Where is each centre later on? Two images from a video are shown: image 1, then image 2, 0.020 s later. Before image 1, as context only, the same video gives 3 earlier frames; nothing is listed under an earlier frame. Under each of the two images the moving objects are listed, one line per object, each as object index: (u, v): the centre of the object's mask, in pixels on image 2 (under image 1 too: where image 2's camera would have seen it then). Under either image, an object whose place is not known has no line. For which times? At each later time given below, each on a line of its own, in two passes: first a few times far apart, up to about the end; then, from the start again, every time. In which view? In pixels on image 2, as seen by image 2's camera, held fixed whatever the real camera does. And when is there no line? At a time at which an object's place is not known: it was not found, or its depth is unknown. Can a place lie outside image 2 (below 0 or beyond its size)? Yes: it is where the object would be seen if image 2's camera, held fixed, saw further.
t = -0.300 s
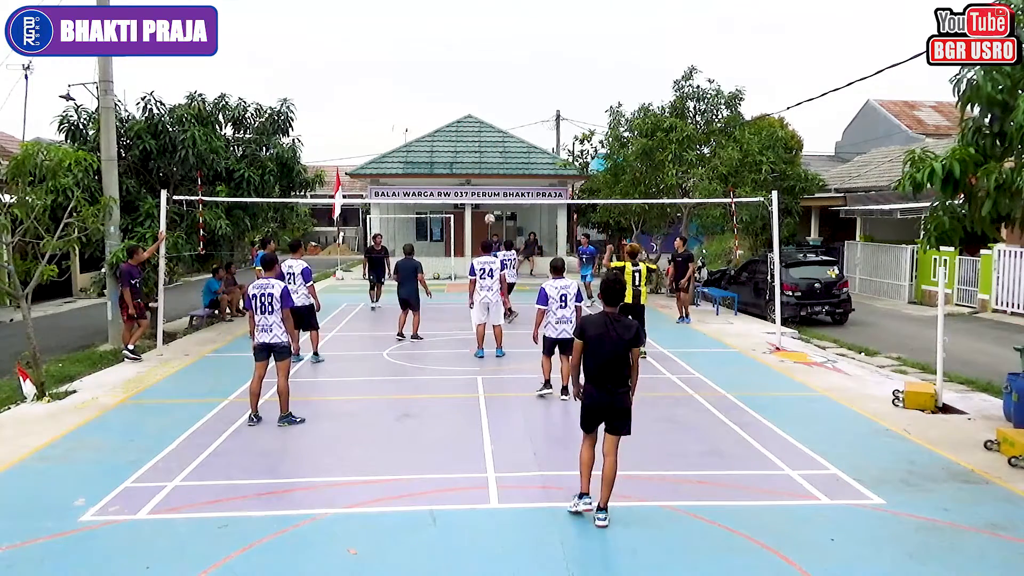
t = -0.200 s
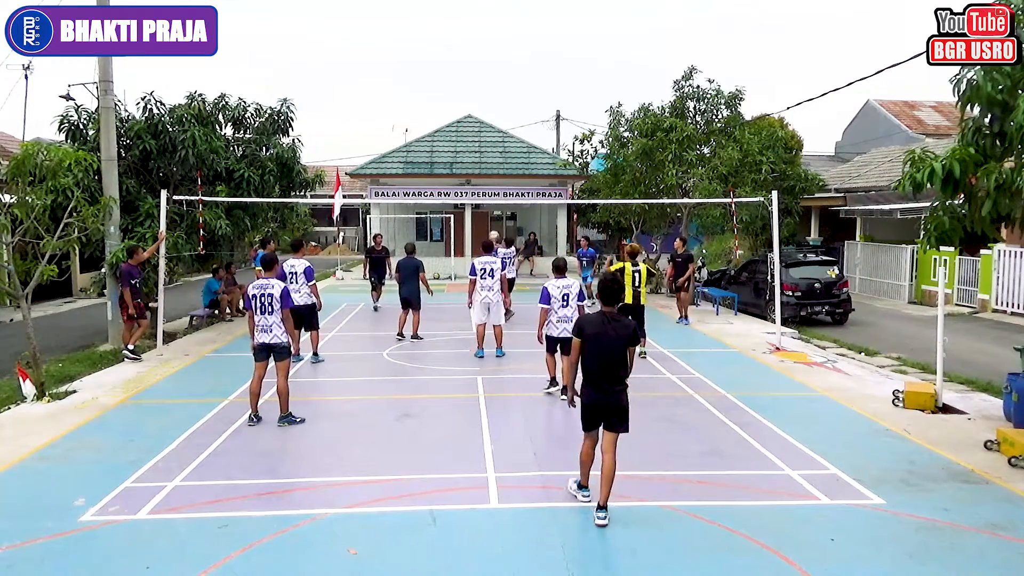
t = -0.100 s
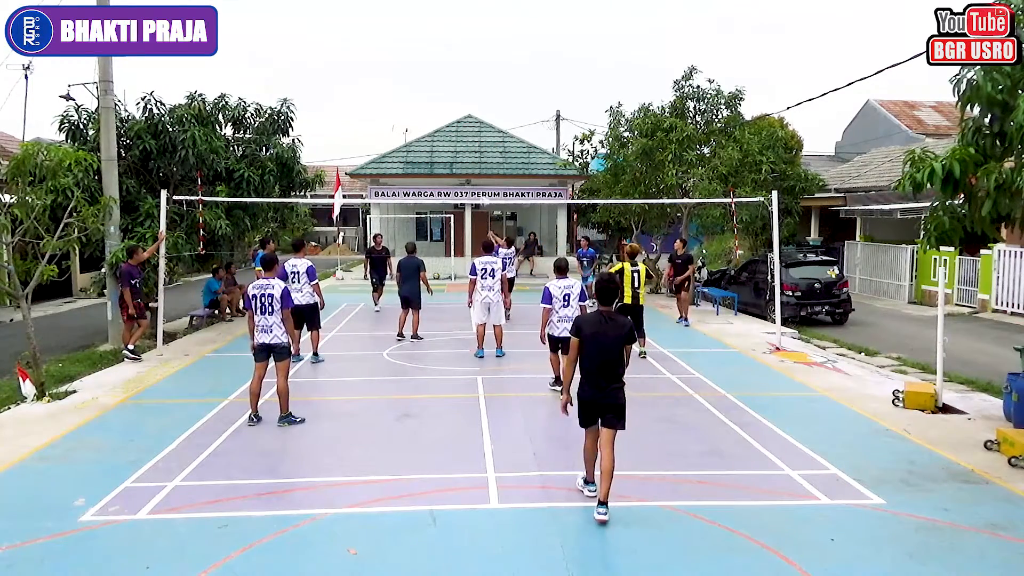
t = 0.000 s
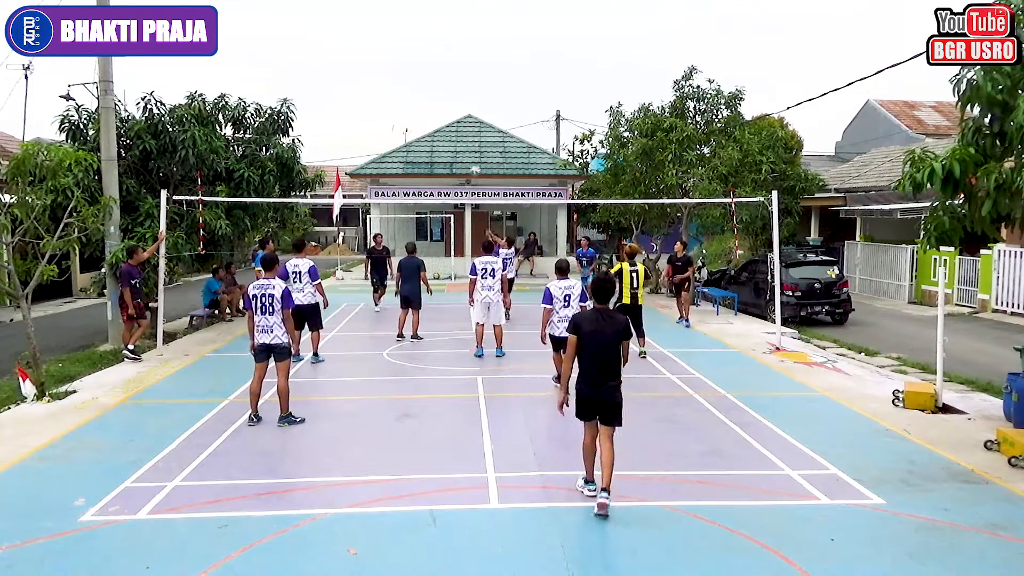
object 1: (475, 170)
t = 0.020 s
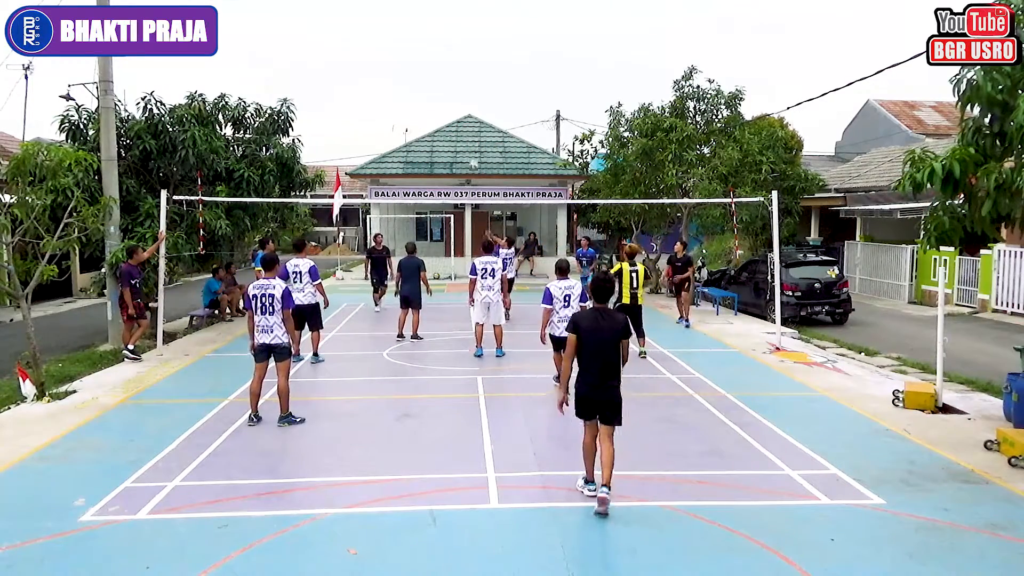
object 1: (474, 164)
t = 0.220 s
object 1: (456, 122)
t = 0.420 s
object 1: (438, 97)
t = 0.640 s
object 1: (418, 91)
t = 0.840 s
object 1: (399, 108)
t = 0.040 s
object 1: (473, 159)
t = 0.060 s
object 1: (469, 153)
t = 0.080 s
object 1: (468, 149)
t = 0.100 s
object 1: (466, 145)
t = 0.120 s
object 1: (465, 141)
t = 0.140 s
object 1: (463, 137)
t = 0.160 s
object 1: (461, 132)
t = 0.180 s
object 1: (459, 127)
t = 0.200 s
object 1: (457, 124)
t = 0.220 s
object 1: (456, 122)
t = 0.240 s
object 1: (454, 118)
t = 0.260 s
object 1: (452, 116)
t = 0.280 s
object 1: (450, 113)
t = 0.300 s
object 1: (449, 112)
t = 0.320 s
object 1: (447, 107)
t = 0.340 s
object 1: (445, 104)
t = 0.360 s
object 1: (443, 103)
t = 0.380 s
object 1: (442, 101)
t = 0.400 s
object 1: (440, 98)
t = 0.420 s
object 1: (438, 97)
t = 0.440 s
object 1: (436, 95)
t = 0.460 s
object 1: (434, 94)
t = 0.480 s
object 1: (432, 93)
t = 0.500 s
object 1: (430, 92)
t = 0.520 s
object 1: (428, 91)
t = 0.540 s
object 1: (427, 91)
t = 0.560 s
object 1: (424, 90)
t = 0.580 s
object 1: (423, 91)
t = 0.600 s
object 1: (421, 91)
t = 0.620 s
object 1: (420, 91)
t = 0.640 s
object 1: (418, 91)
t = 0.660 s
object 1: (415, 92)
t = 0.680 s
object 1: (414, 93)
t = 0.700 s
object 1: (412, 95)
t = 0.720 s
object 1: (410, 96)
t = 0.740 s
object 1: (408, 98)
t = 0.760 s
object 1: (406, 100)
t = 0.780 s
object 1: (405, 101)
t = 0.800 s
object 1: (403, 104)
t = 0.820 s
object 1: (401, 106)
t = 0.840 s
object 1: (399, 108)
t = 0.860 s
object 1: (397, 112)
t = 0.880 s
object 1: (396, 114)
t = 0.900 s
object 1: (394, 117)
